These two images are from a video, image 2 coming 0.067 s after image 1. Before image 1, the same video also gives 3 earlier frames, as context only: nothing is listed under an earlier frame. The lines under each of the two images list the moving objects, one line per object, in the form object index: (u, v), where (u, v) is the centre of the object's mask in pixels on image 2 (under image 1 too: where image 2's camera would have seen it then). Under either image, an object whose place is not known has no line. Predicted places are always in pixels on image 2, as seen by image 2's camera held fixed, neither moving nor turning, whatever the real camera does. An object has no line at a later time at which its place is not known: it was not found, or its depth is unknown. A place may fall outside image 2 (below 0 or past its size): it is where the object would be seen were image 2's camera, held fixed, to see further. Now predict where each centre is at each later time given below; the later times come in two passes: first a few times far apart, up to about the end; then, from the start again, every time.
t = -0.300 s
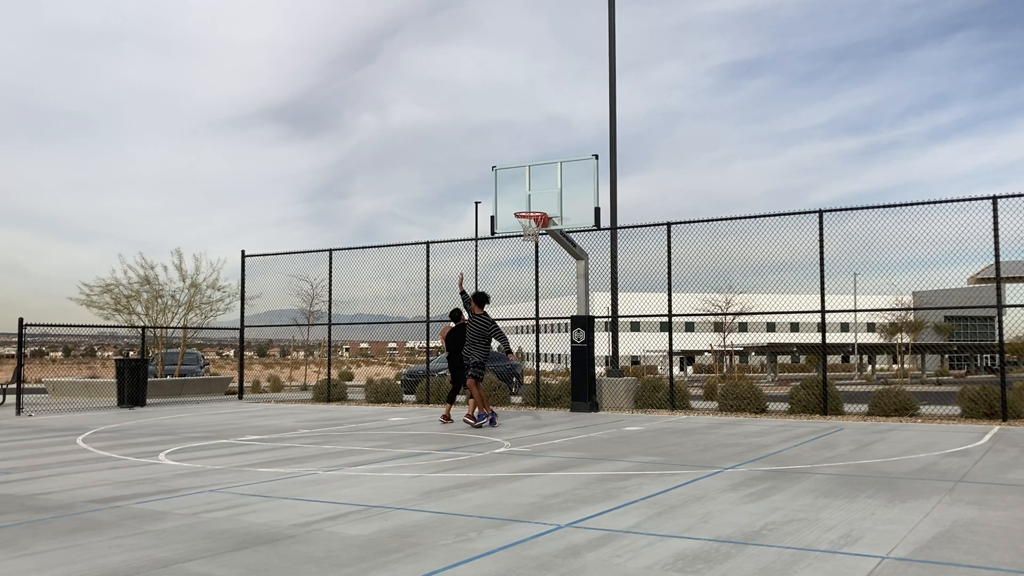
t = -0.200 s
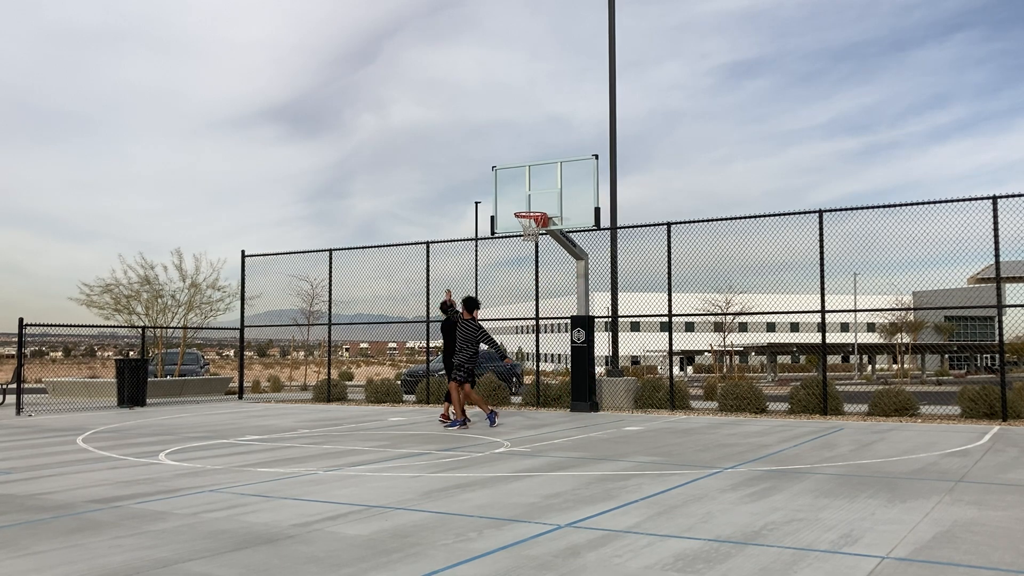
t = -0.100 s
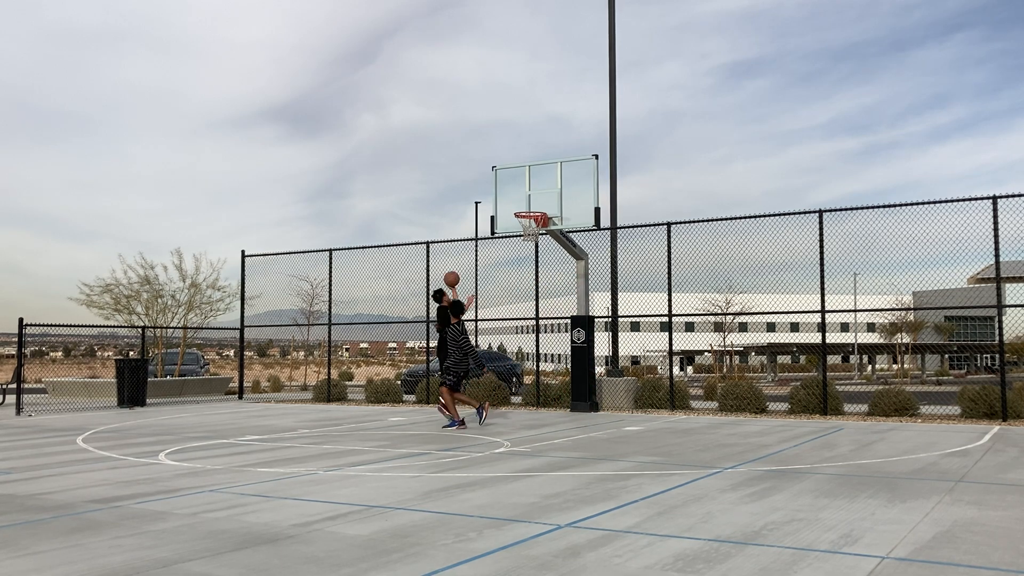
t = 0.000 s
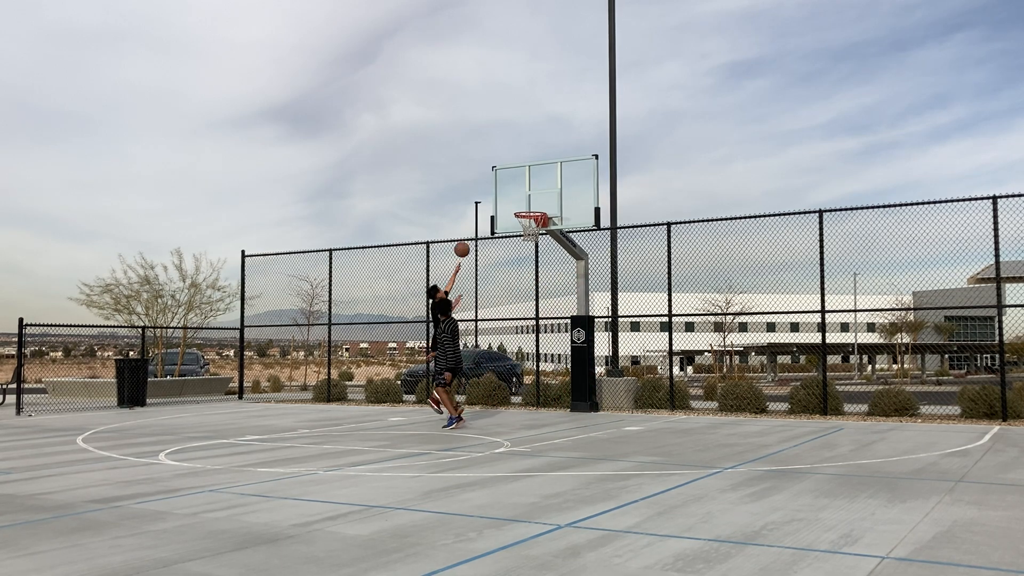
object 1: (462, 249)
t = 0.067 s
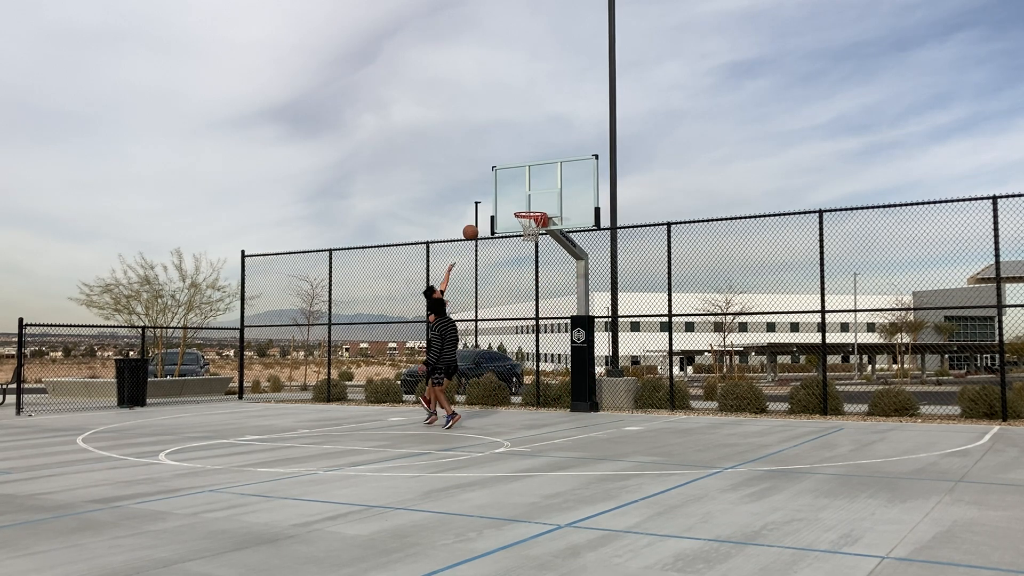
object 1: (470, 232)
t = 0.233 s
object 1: (491, 202)
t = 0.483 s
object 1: (520, 191)
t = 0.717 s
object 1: (521, 207)
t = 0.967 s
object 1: (535, 221)
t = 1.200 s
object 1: (534, 236)
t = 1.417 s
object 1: (526, 268)
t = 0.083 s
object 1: (473, 228)
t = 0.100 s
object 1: (475, 225)
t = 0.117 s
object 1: (477, 221)
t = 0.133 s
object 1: (479, 218)
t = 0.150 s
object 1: (481, 215)
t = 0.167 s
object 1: (483, 212)
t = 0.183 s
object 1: (485, 209)
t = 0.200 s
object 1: (487, 207)
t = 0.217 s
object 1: (489, 205)
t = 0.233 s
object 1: (491, 202)
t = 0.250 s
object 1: (493, 200)
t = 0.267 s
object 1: (495, 199)
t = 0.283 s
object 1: (497, 197)
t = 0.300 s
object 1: (499, 196)
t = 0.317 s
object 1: (501, 195)
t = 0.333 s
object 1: (503, 193)
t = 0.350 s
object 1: (505, 193)
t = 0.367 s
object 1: (507, 192)
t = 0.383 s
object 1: (510, 191)
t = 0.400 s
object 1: (511, 191)
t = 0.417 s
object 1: (514, 191)
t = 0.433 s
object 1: (516, 191)
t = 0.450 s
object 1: (518, 191)
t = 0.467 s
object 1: (520, 191)
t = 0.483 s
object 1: (520, 191)
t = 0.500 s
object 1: (520, 191)
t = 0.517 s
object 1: (520, 192)
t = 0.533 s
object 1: (520, 192)
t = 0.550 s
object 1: (520, 193)
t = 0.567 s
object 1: (520, 194)
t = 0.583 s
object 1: (520, 195)
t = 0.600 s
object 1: (520, 196)
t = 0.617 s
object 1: (520, 197)
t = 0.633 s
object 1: (521, 199)
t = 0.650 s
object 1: (520, 200)
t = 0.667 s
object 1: (521, 202)
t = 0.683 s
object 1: (521, 204)
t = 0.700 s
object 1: (521, 206)
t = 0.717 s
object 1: (521, 207)
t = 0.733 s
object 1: (522, 207)
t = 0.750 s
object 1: (523, 208)
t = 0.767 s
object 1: (524, 208)
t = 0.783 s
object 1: (525, 208)
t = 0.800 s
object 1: (526, 209)
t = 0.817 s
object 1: (527, 210)
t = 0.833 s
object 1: (528, 217)
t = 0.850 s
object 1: (529, 219)
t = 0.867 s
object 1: (531, 220)
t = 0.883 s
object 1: (532, 221)
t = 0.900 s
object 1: (532, 221)
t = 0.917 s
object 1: (532, 221)
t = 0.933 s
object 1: (533, 221)
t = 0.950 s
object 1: (534, 221)
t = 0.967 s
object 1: (535, 221)
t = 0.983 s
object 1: (535, 221)
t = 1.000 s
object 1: (535, 221)
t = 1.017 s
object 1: (536, 222)
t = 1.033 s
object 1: (536, 221)
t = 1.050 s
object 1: (536, 221)
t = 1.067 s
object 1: (536, 223)
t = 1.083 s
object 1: (535, 226)
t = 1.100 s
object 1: (535, 229)
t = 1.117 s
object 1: (534, 231)
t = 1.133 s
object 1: (535, 232)
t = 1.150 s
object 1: (534, 233)
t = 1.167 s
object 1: (534, 234)
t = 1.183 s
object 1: (534, 235)
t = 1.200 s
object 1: (534, 236)
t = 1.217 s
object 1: (533, 238)
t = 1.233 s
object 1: (532, 243)
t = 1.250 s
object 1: (532, 243)
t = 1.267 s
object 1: (531, 245)
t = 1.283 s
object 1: (531, 246)
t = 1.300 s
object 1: (530, 248)
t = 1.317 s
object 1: (529, 250)
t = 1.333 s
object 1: (529, 253)
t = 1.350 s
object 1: (528, 255)
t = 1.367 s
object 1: (528, 258)
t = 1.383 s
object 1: (527, 261)
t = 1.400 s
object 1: (526, 264)
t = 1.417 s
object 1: (526, 268)
